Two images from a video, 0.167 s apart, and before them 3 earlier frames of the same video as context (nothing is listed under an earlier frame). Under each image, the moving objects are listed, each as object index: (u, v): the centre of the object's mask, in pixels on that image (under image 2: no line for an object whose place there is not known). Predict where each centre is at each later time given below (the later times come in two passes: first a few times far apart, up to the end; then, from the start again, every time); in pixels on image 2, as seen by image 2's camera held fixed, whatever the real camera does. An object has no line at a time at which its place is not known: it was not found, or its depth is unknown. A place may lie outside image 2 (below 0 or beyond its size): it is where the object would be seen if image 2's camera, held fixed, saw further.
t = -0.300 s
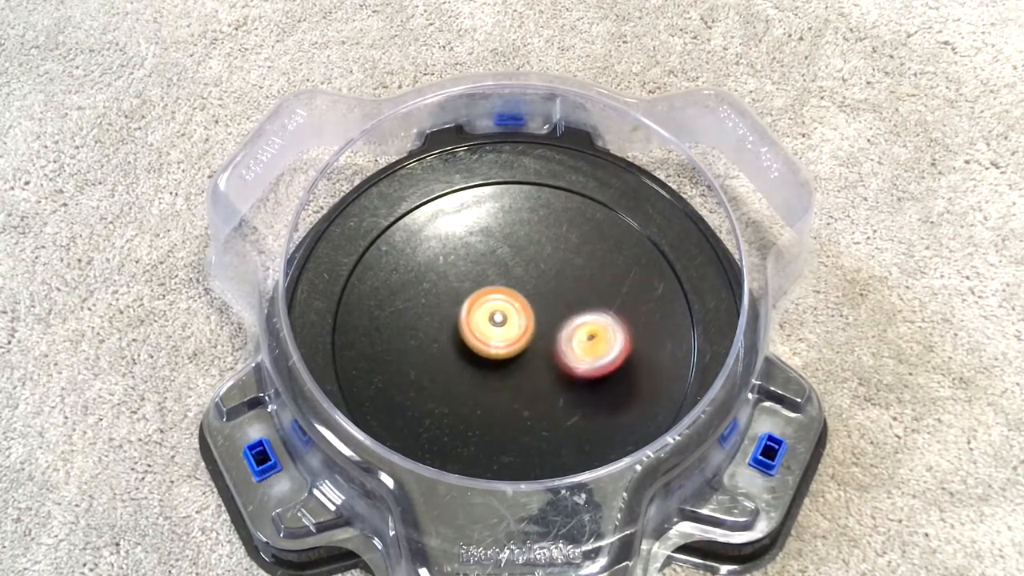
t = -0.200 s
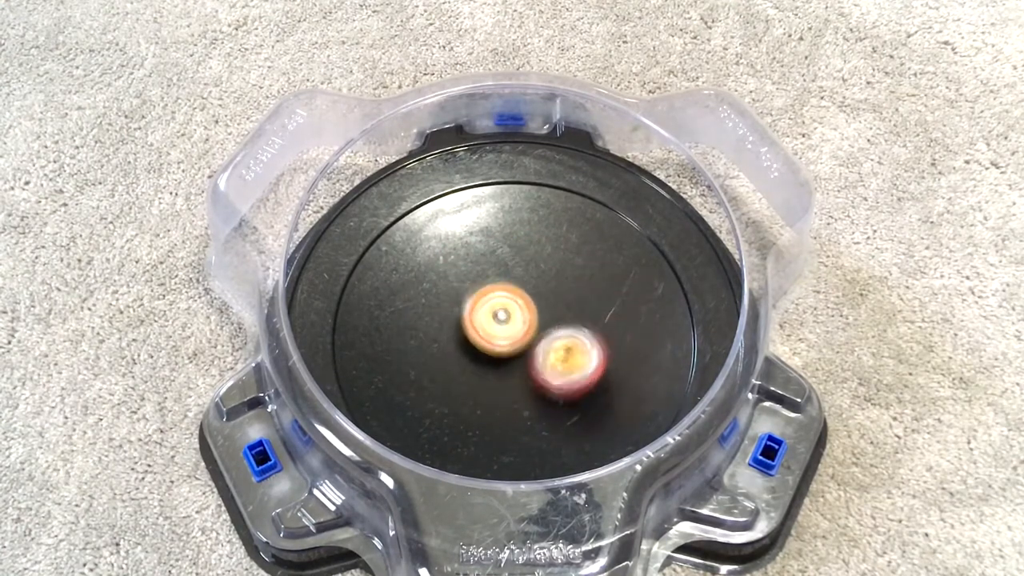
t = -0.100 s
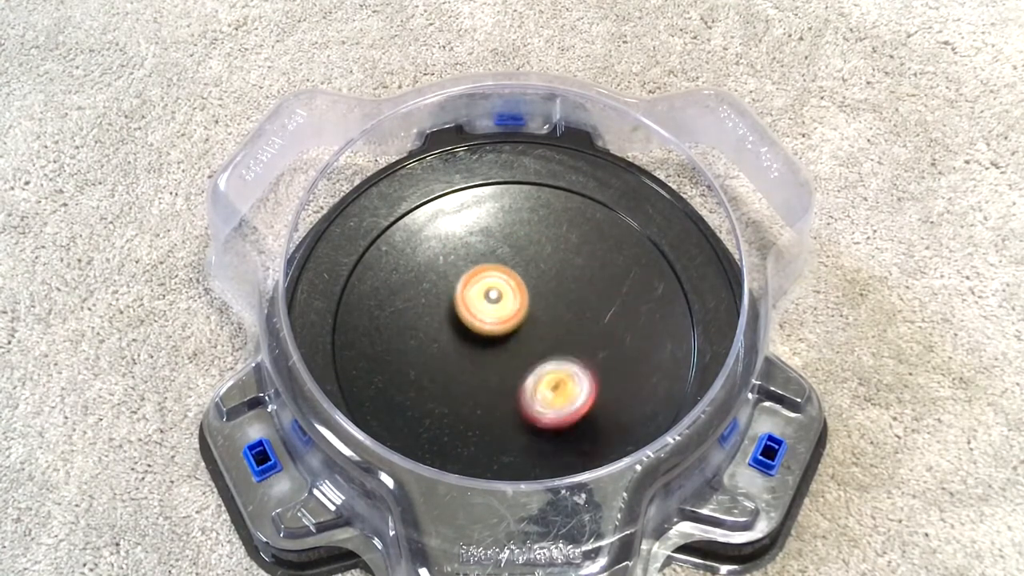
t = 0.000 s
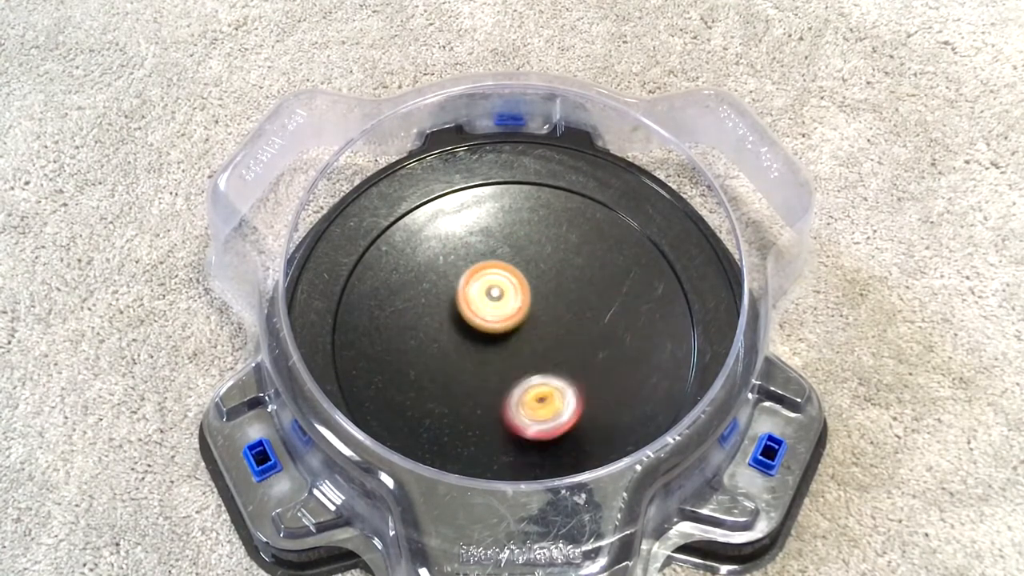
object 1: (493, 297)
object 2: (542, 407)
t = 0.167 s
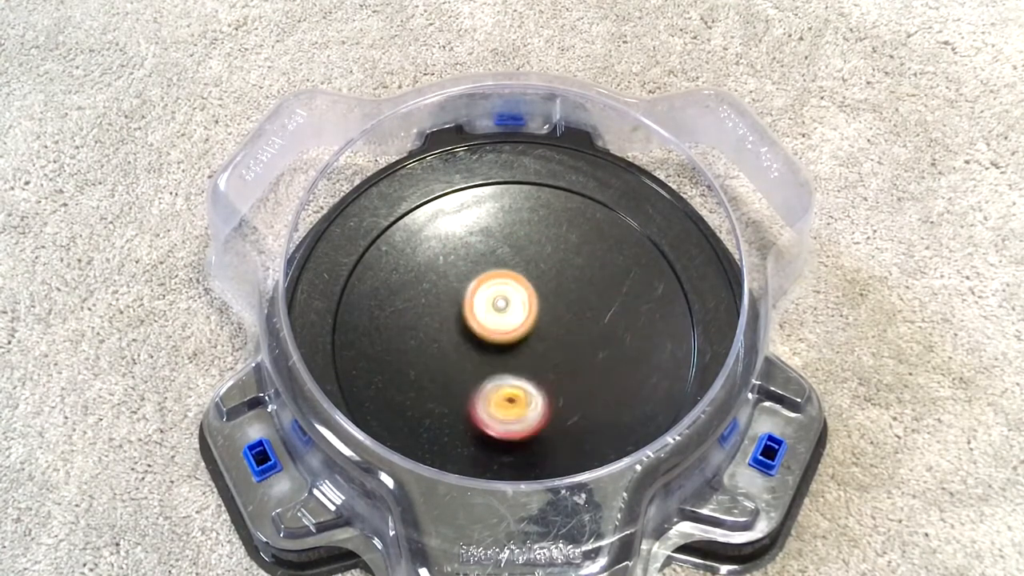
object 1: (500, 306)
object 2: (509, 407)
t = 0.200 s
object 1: (501, 309)
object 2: (502, 404)
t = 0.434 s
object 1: (515, 317)
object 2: (448, 368)
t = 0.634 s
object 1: (520, 325)
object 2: (430, 333)
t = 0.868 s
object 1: (519, 337)
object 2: (450, 286)
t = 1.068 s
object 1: (513, 336)
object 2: (492, 267)
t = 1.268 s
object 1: (509, 346)
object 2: (542, 260)
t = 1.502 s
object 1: (489, 336)
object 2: (585, 304)
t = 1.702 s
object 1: (466, 326)
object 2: (592, 340)
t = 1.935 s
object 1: (456, 307)
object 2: (557, 345)
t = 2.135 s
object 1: (463, 306)
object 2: (545, 356)
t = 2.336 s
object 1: (465, 310)
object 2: (547, 362)
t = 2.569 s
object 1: (466, 320)
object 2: (532, 354)
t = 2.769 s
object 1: (468, 323)
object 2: (531, 362)
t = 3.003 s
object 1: (470, 330)
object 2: (533, 355)
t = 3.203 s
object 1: (473, 333)
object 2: (542, 341)
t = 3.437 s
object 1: (484, 316)
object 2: (546, 365)
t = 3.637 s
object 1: (510, 303)
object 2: (534, 368)
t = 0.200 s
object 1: (501, 309)
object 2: (502, 404)
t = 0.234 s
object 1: (503, 311)
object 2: (495, 400)
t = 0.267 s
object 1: (503, 314)
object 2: (488, 394)
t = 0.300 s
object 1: (504, 316)
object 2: (481, 388)
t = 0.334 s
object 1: (505, 318)
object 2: (474, 381)
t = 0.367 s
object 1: (508, 317)
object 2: (465, 376)
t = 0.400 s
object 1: (512, 317)
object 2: (456, 372)
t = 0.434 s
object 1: (515, 317)
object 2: (448, 368)
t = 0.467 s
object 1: (518, 319)
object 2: (441, 363)
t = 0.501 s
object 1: (519, 320)
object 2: (436, 357)
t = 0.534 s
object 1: (520, 321)
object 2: (433, 352)
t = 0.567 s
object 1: (520, 322)
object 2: (431, 346)
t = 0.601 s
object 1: (520, 324)
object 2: (429, 339)
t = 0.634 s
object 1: (520, 325)
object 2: (430, 333)
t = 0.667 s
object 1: (519, 326)
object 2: (431, 327)
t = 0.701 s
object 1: (519, 328)
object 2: (434, 319)
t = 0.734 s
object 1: (518, 329)
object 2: (437, 314)
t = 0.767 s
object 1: (517, 330)
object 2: (442, 307)
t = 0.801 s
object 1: (518, 333)
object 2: (444, 299)
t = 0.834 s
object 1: (519, 336)
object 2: (447, 292)
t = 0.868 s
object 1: (519, 337)
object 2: (450, 286)
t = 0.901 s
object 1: (518, 338)
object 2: (455, 281)
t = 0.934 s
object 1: (517, 339)
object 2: (462, 276)
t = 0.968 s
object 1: (516, 338)
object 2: (469, 273)
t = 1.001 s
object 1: (515, 338)
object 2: (476, 270)
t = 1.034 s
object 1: (514, 337)
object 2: (483, 268)
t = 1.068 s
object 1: (513, 336)
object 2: (492, 267)
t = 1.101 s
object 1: (512, 339)
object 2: (501, 264)
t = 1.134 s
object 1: (511, 344)
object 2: (512, 259)
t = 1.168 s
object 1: (510, 346)
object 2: (521, 257)
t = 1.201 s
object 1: (509, 347)
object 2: (528, 256)
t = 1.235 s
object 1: (509, 347)
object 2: (534, 257)
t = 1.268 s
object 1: (509, 346)
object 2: (542, 260)
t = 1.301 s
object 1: (510, 345)
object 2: (548, 263)
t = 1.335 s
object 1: (511, 344)
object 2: (553, 268)
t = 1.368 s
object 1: (512, 343)
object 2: (557, 274)
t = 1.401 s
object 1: (513, 342)
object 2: (560, 281)
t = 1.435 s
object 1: (514, 341)
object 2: (562, 287)
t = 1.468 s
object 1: (507, 339)
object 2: (567, 295)
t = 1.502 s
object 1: (489, 336)
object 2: (585, 304)
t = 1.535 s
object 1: (476, 332)
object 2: (597, 311)
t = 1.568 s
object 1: (466, 329)
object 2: (604, 320)
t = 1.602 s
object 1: (463, 327)
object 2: (606, 327)
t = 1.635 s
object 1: (463, 326)
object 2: (604, 332)
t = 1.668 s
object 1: (465, 326)
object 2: (599, 337)
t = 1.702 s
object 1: (466, 326)
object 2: (592, 340)
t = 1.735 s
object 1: (467, 326)
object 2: (584, 340)
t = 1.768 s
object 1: (469, 326)
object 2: (575, 340)
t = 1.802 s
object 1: (470, 326)
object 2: (565, 339)
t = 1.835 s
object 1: (472, 327)
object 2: (555, 336)
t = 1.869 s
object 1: (472, 324)
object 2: (550, 337)
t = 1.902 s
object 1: (462, 314)
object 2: (556, 342)
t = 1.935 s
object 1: (456, 307)
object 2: (557, 345)
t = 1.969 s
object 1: (454, 300)
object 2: (558, 350)
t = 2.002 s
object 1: (456, 298)
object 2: (557, 356)
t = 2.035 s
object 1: (459, 299)
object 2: (553, 360)
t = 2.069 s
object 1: (461, 302)
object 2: (549, 359)
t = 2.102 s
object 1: (461, 304)
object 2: (548, 357)
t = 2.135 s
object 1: (463, 306)
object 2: (545, 356)
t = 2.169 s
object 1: (465, 309)
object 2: (542, 355)
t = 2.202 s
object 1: (468, 313)
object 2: (538, 352)
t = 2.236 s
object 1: (468, 316)
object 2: (537, 351)
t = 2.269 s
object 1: (464, 312)
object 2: (541, 357)
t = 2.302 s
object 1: (463, 310)
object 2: (544, 359)
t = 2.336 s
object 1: (465, 310)
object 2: (547, 362)
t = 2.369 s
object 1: (466, 312)
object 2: (548, 363)
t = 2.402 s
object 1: (467, 314)
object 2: (546, 363)
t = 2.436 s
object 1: (466, 316)
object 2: (543, 362)
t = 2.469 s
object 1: (465, 317)
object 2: (539, 360)
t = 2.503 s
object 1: (465, 317)
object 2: (536, 358)
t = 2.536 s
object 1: (466, 318)
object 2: (534, 356)
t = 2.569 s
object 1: (466, 320)
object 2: (532, 354)
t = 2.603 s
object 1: (465, 320)
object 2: (532, 355)
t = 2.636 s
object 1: (464, 318)
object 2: (535, 357)
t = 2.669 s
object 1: (466, 318)
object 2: (536, 357)
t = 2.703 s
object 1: (468, 320)
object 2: (535, 359)
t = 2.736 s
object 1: (469, 323)
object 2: (533, 361)
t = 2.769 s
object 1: (468, 323)
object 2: (531, 362)
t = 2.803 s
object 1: (468, 324)
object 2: (533, 363)
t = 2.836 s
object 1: (468, 325)
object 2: (533, 363)
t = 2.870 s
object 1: (469, 327)
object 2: (534, 362)
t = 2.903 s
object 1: (468, 328)
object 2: (534, 361)
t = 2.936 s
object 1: (469, 328)
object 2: (533, 359)
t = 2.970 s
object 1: (470, 329)
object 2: (533, 357)
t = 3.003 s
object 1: (470, 330)
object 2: (533, 355)
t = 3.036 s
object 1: (471, 331)
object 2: (534, 352)
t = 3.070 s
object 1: (470, 332)
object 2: (534, 348)
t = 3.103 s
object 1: (471, 333)
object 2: (537, 346)
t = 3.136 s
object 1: (471, 333)
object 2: (539, 344)
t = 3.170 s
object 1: (472, 333)
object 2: (541, 342)
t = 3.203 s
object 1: (473, 333)
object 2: (542, 341)
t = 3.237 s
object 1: (474, 333)
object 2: (543, 340)
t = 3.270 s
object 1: (476, 332)
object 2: (544, 340)
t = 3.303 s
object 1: (478, 332)
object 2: (544, 341)
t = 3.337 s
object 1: (478, 329)
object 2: (542, 349)
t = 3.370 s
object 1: (480, 323)
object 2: (543, 355)
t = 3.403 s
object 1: (482, 319)
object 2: (545, 361)
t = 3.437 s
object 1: (484, 316)
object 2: (546, 365)
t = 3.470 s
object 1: (486, 312)
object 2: (547, 366)
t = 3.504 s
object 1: (491, 309)
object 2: (546, 366)
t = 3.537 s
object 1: (496, 308)
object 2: (543, 366)
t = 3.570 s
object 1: (500, 306)
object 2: (540, 367)
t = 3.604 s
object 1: (505, 304)
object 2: (537, 368)
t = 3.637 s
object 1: (510, 303)
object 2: (534, 368)
